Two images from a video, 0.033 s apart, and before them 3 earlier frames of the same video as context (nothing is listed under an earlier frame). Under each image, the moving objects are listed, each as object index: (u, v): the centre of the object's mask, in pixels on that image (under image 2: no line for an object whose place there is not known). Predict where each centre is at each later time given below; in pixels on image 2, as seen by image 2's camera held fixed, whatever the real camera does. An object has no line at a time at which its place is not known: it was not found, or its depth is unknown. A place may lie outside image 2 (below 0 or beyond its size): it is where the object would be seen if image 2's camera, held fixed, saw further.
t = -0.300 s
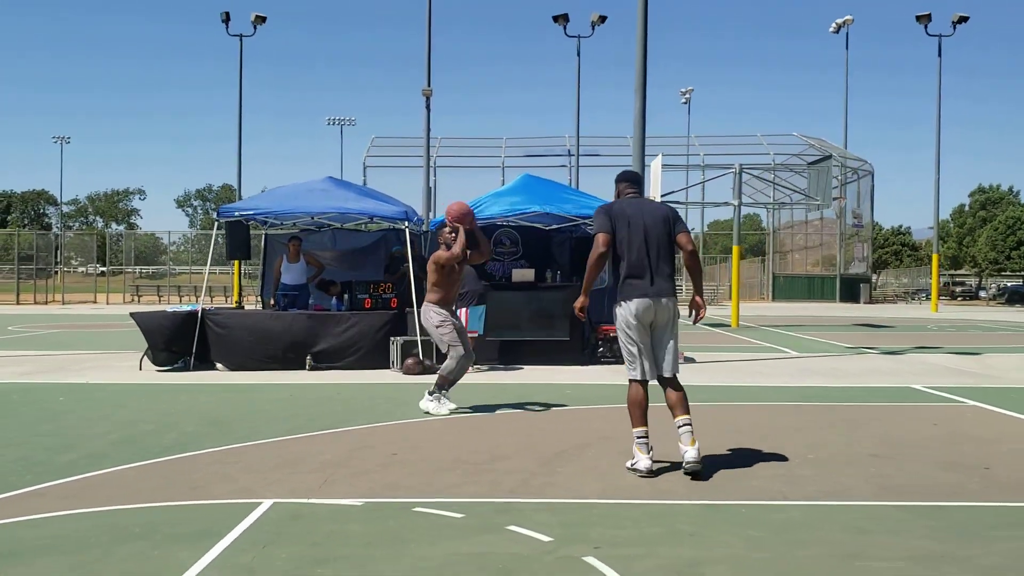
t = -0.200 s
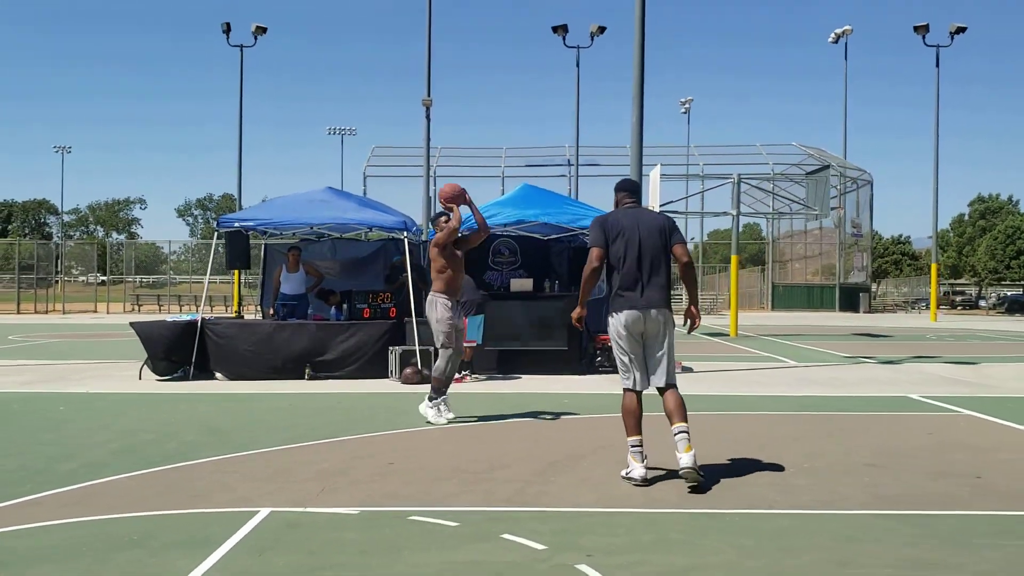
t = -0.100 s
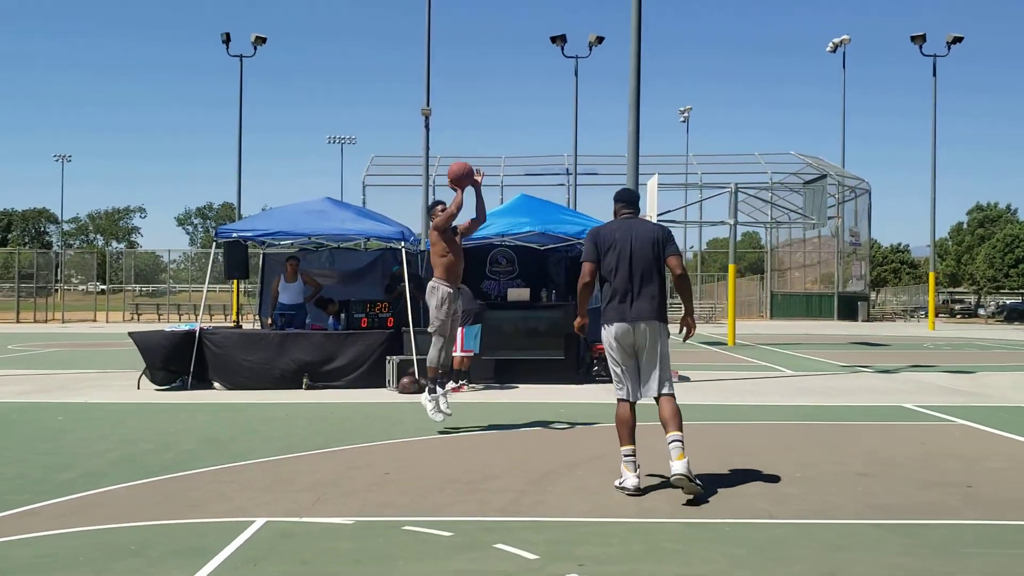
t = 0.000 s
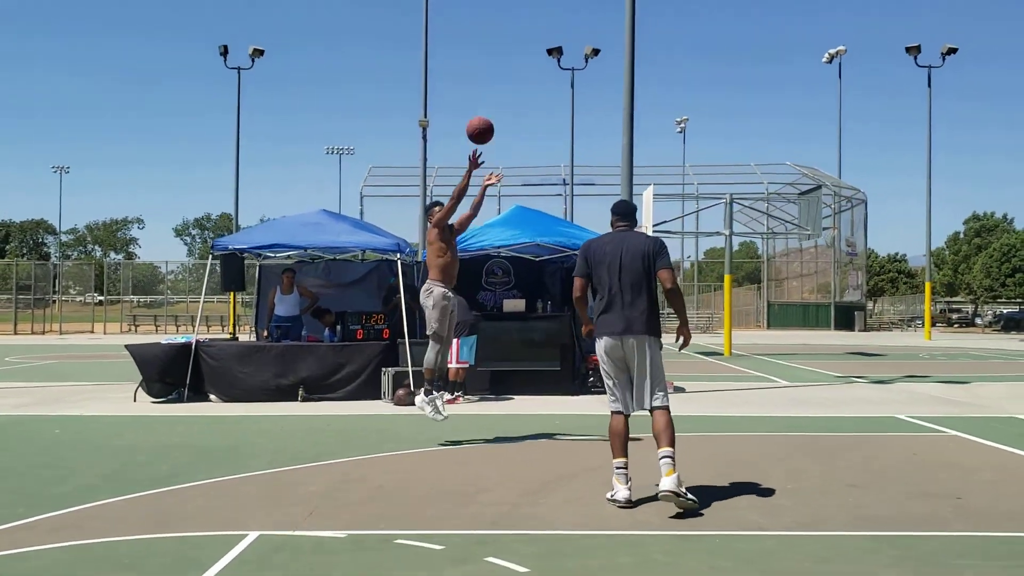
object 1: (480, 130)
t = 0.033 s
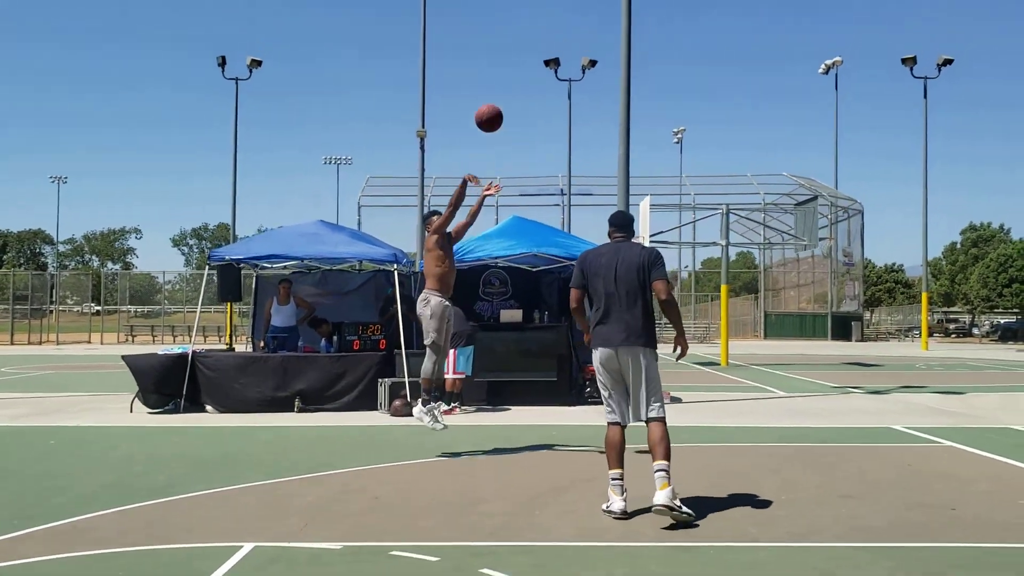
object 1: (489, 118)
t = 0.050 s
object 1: (495, 106)
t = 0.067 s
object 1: (502, 95)
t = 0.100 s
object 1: (514, 72)
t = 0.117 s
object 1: (521, 61)
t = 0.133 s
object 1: (527, 50)
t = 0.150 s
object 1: (534, 39)
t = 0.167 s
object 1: (541, 29)
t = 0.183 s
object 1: (548, 18)
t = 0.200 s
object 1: (555, 8)
